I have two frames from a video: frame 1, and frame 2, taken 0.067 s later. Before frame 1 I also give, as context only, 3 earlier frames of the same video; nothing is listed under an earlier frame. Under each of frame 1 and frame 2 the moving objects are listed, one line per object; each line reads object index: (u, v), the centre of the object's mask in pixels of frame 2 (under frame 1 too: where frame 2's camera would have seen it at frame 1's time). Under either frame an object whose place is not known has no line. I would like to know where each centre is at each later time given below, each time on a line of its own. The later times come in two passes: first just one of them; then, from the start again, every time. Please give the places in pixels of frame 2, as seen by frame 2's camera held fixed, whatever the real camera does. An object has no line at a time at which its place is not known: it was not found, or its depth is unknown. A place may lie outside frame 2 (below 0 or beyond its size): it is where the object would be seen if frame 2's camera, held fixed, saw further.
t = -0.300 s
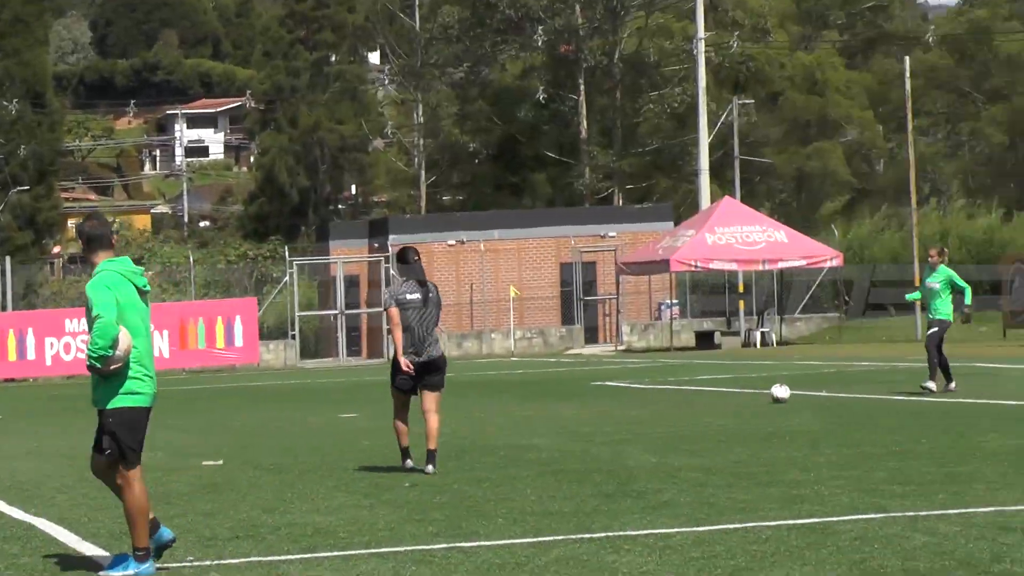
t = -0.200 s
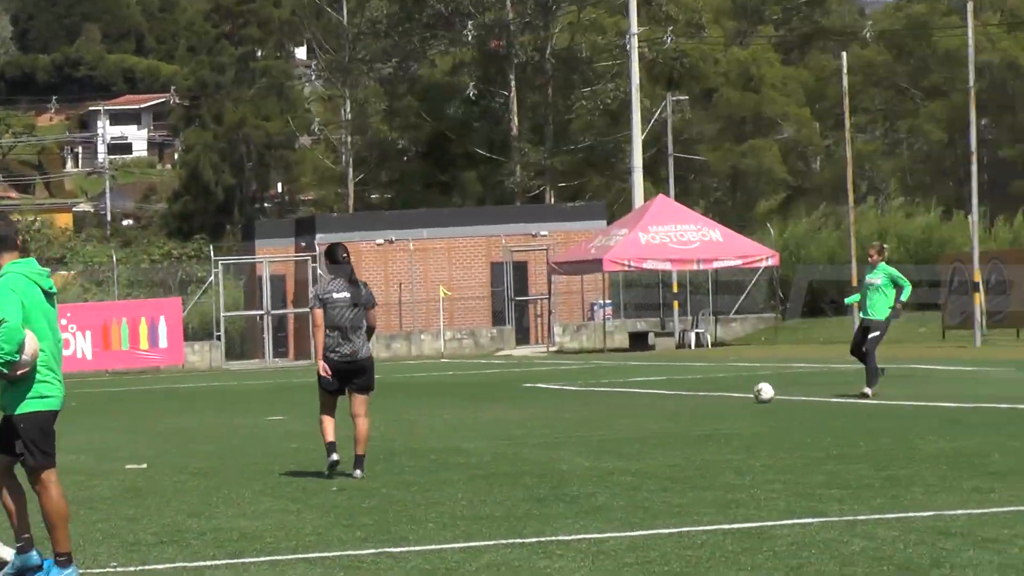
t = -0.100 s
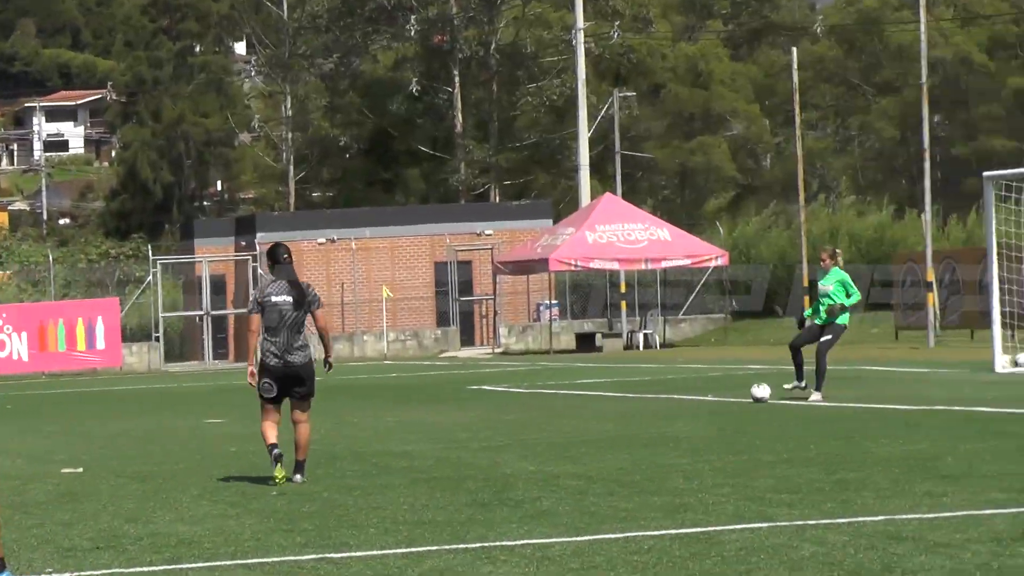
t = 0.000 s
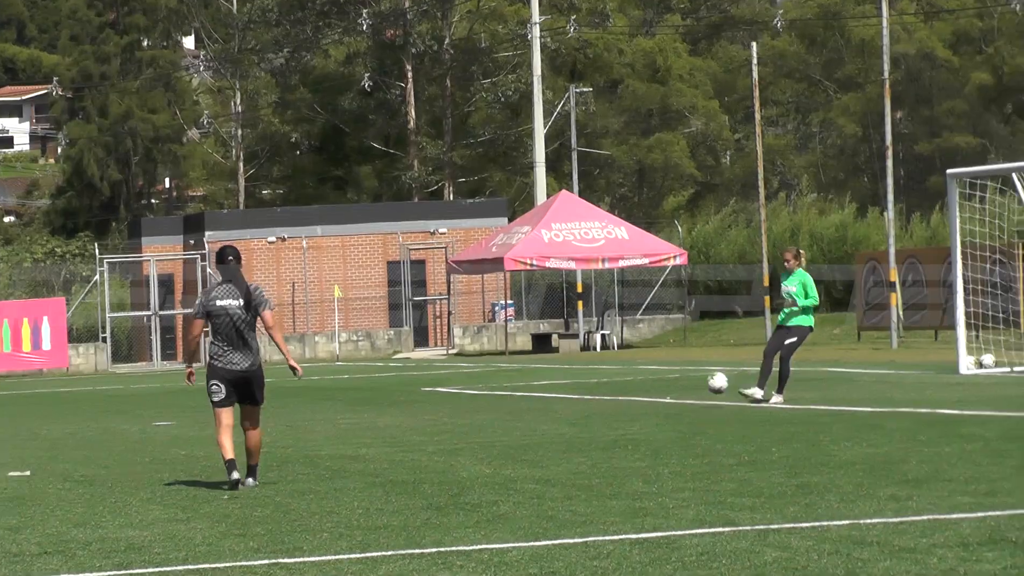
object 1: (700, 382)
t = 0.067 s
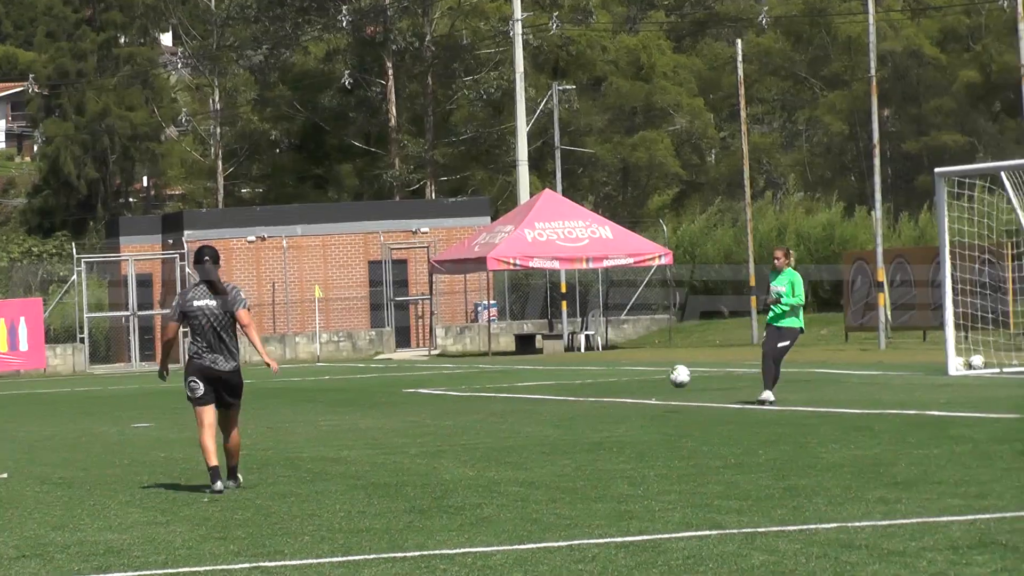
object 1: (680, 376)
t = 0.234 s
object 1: (624, 377)
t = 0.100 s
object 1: (670, 375)
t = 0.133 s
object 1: (657, 373)
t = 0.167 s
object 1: (645, 374)
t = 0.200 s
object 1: (635, 375)
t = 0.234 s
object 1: (624, 377)
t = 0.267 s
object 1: (612, 381)
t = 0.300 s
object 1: (602, 386)
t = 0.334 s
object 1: (592, 392)
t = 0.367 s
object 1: (581, 399)
